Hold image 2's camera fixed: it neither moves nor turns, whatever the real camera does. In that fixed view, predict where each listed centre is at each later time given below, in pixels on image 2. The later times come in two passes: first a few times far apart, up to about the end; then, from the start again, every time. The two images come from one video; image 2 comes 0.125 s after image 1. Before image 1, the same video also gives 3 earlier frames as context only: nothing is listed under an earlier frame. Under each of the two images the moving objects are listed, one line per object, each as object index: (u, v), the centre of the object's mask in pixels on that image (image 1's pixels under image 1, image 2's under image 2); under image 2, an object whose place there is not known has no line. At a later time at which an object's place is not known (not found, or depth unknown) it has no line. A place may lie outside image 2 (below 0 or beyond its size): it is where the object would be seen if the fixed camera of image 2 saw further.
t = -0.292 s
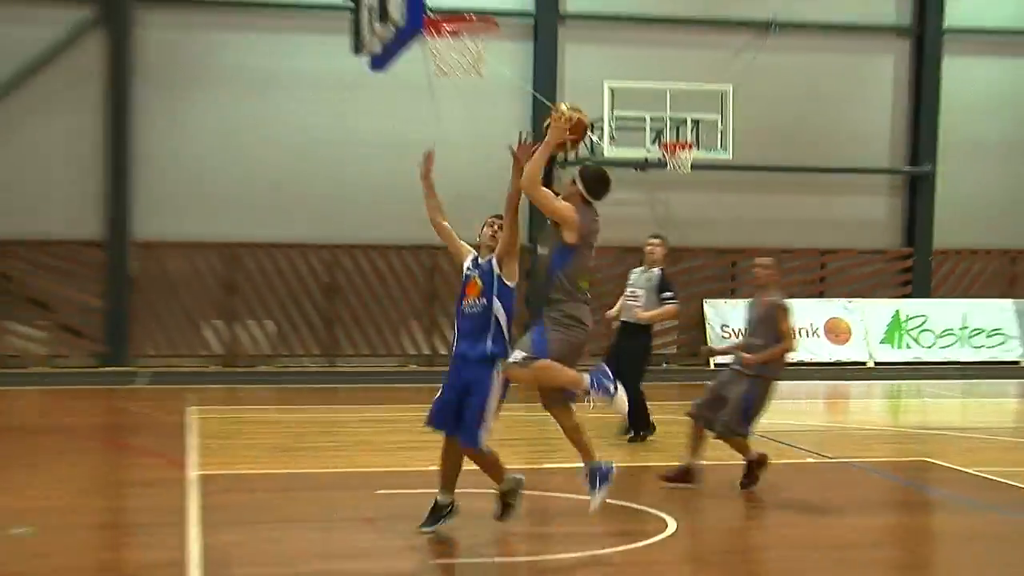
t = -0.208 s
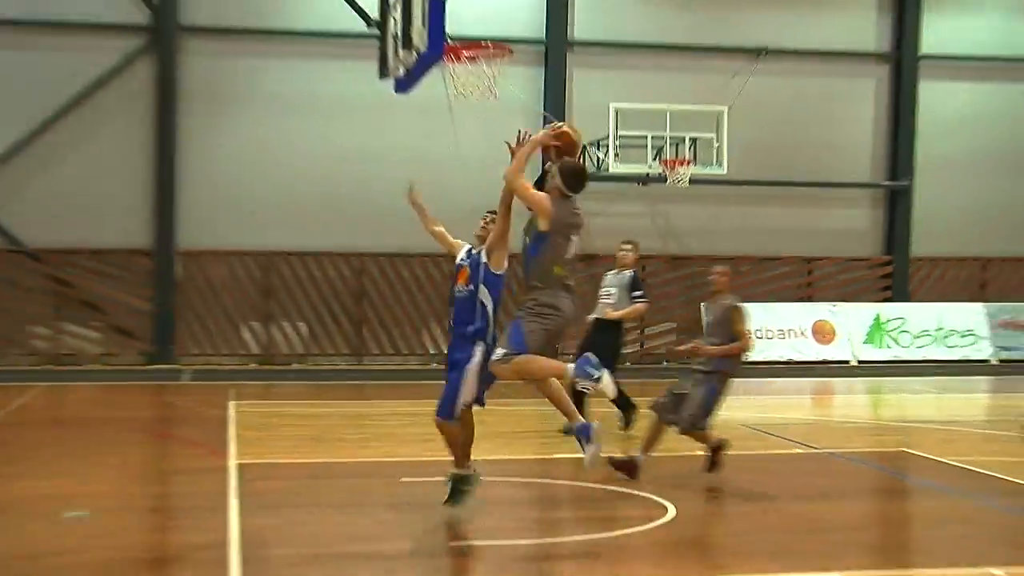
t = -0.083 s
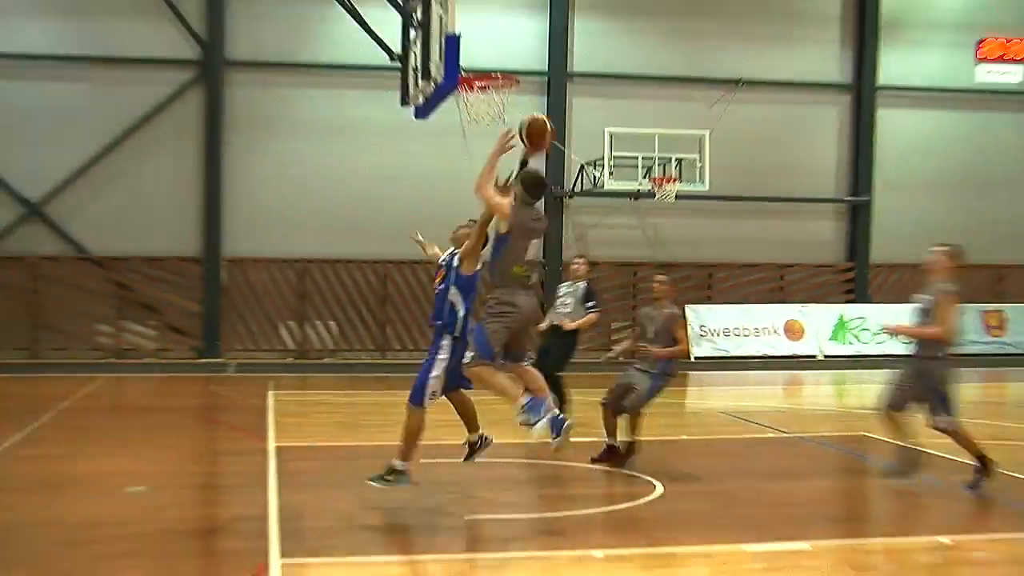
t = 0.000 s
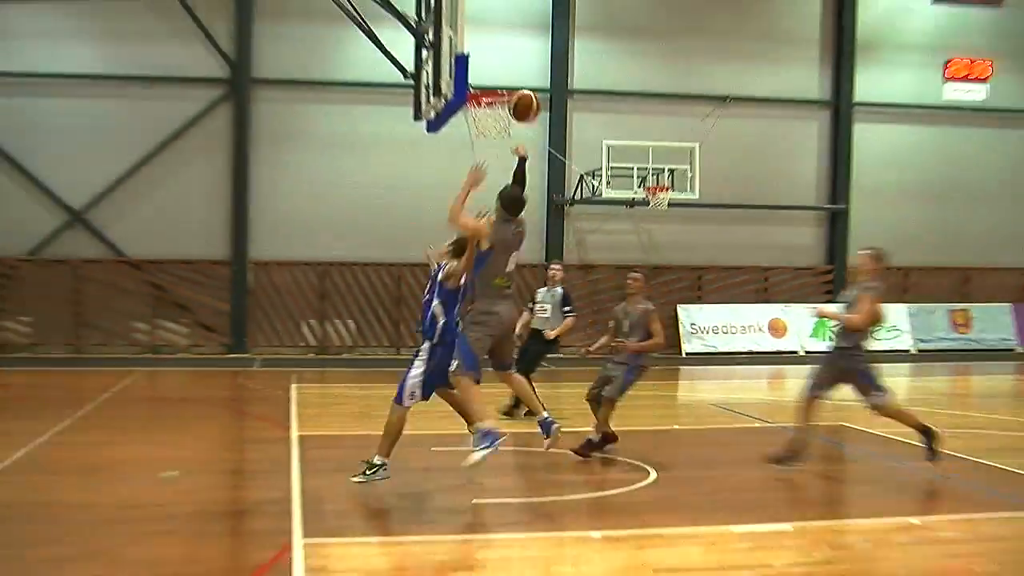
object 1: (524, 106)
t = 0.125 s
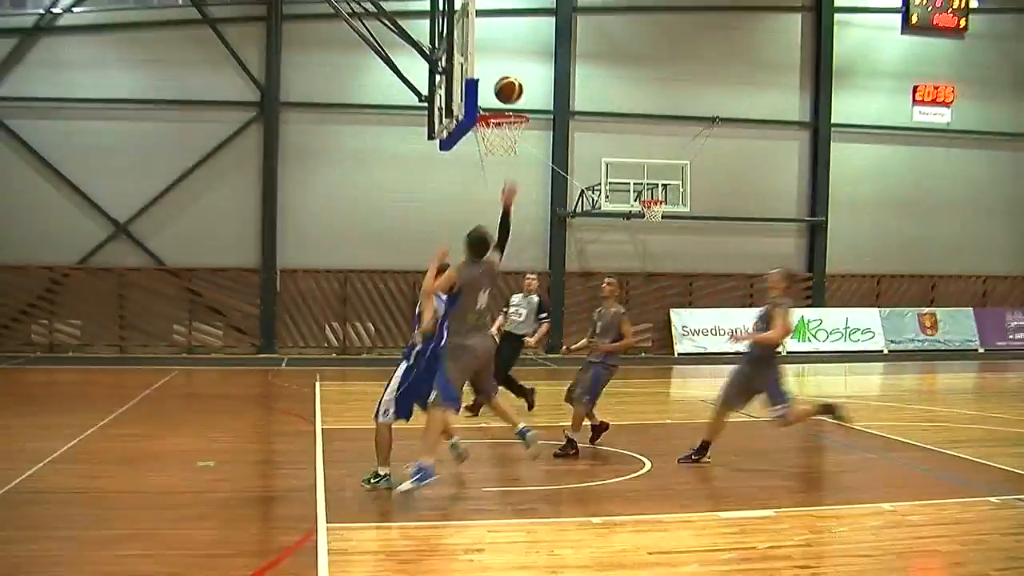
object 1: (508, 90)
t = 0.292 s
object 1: (484, 68)
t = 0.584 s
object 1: (499, 104)
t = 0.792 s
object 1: (514, 170)
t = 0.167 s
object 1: (501, 81)
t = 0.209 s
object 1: (494, 75)
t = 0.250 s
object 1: (488, 71)
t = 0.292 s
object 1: (484, 68)
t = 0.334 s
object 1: (483, 69)
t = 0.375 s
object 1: (485, 71)
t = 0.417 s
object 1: (487, 75)
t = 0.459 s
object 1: (490, 81)
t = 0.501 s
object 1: (493, 88)
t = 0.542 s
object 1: (496, 97)
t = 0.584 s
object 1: (499, 104)
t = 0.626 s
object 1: (504, 121)
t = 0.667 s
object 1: (503, 133)
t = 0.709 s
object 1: (509, 147)
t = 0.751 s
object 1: (511, 158)
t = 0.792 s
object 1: (514, 170)
